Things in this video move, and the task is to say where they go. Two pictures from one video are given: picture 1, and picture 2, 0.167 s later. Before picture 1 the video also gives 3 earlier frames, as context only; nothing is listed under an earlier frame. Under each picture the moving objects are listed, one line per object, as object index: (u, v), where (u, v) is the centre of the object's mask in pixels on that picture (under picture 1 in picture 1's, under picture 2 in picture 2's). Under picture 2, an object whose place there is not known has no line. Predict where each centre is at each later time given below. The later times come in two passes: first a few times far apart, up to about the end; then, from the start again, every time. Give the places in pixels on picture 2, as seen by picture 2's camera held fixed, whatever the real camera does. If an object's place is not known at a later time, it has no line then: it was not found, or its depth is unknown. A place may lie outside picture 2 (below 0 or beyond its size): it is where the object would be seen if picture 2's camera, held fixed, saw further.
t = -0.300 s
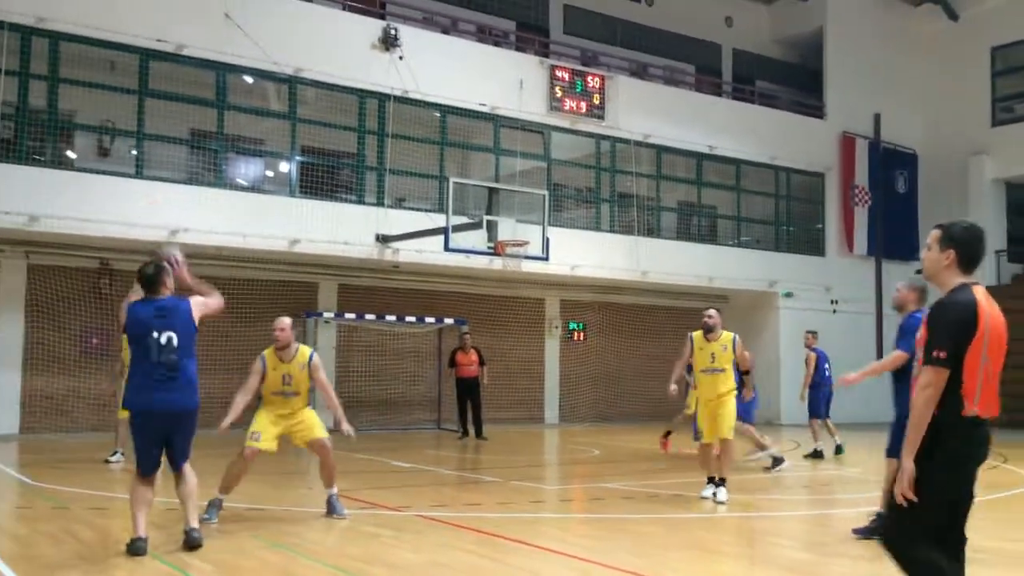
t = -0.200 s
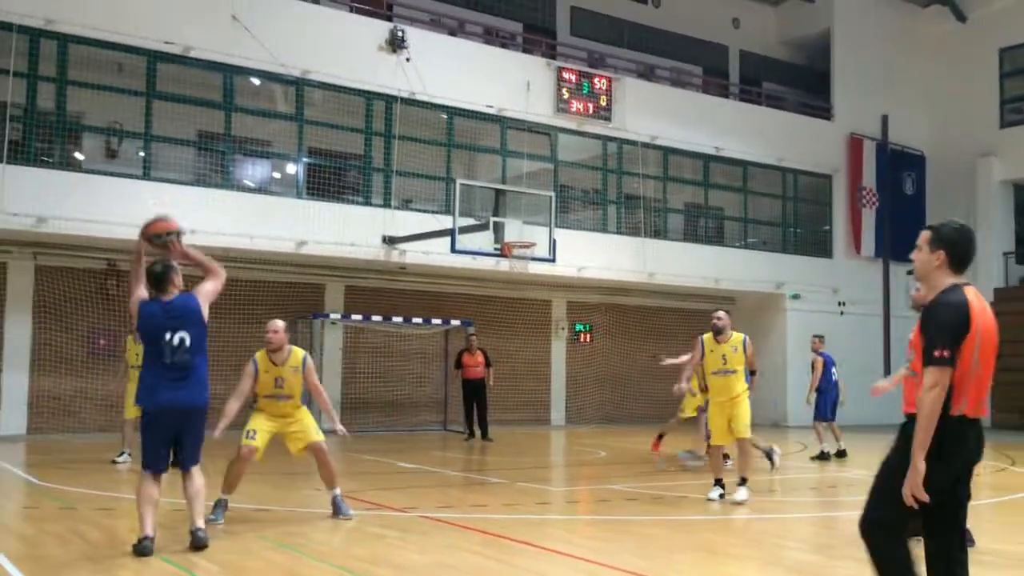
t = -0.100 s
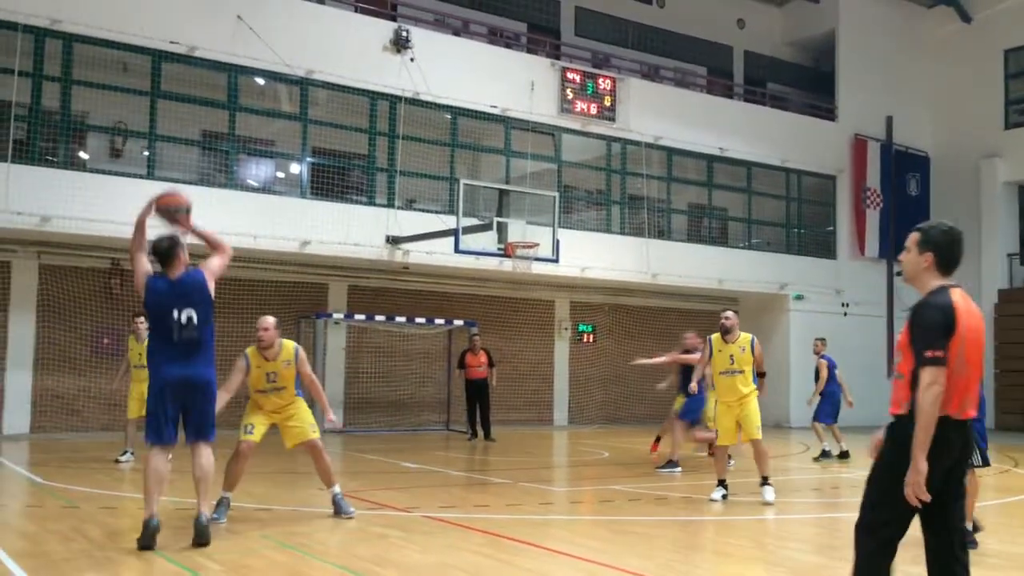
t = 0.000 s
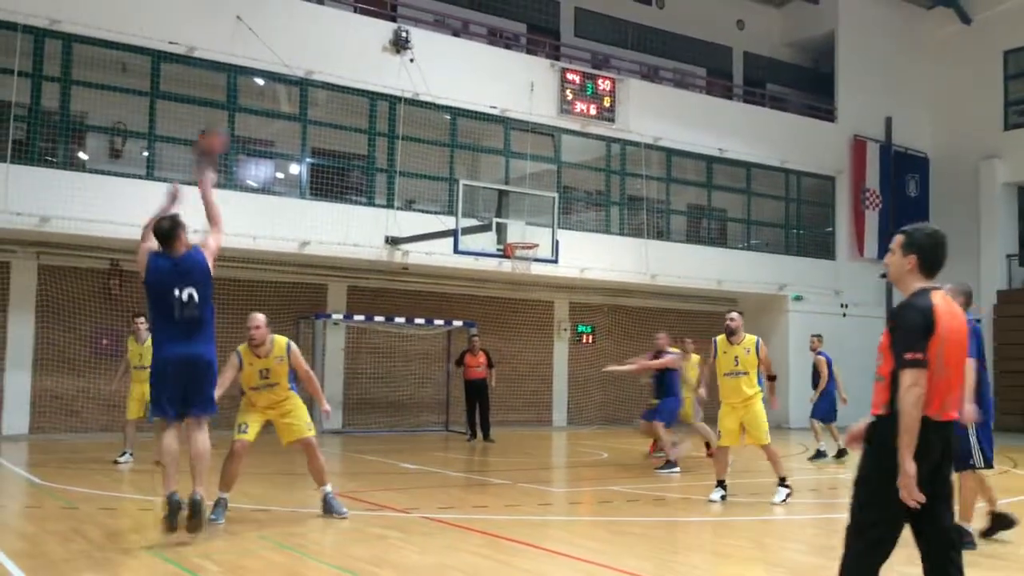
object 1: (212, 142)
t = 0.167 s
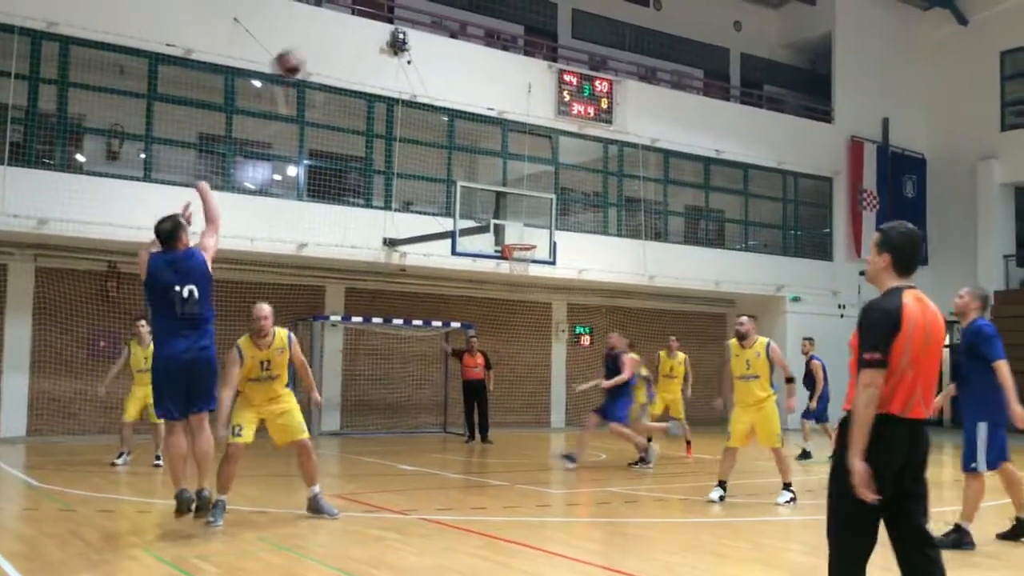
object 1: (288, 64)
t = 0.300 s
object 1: (337, 31)
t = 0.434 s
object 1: (377, 20)
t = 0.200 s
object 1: (302, 53)
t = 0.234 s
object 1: (315, 44)
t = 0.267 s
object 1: (327, 37)
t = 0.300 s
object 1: (337, 31)
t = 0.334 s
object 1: (347, 27)
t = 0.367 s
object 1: (358, 24)
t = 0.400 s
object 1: (367, 20)
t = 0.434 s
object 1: (377, 20)
